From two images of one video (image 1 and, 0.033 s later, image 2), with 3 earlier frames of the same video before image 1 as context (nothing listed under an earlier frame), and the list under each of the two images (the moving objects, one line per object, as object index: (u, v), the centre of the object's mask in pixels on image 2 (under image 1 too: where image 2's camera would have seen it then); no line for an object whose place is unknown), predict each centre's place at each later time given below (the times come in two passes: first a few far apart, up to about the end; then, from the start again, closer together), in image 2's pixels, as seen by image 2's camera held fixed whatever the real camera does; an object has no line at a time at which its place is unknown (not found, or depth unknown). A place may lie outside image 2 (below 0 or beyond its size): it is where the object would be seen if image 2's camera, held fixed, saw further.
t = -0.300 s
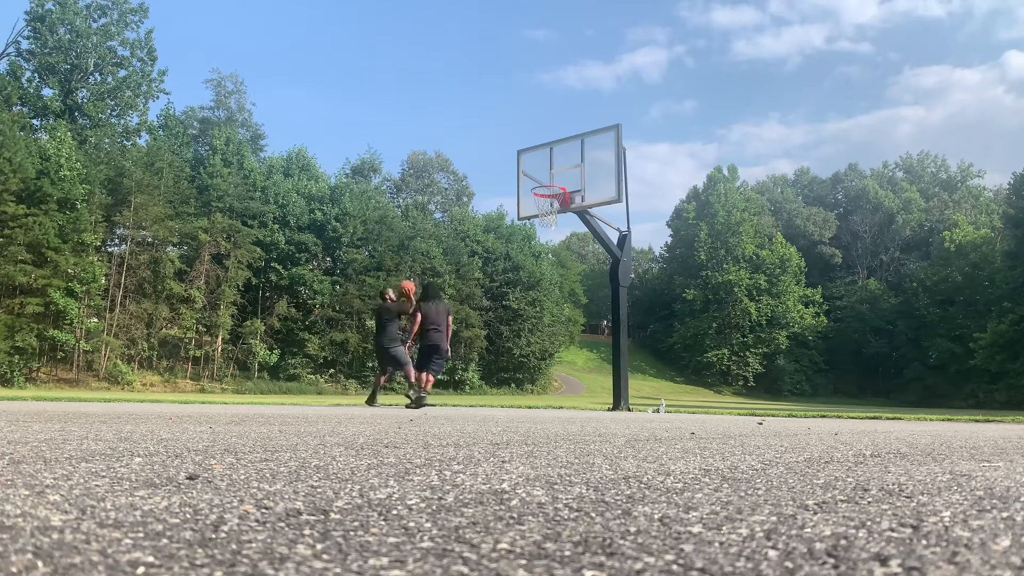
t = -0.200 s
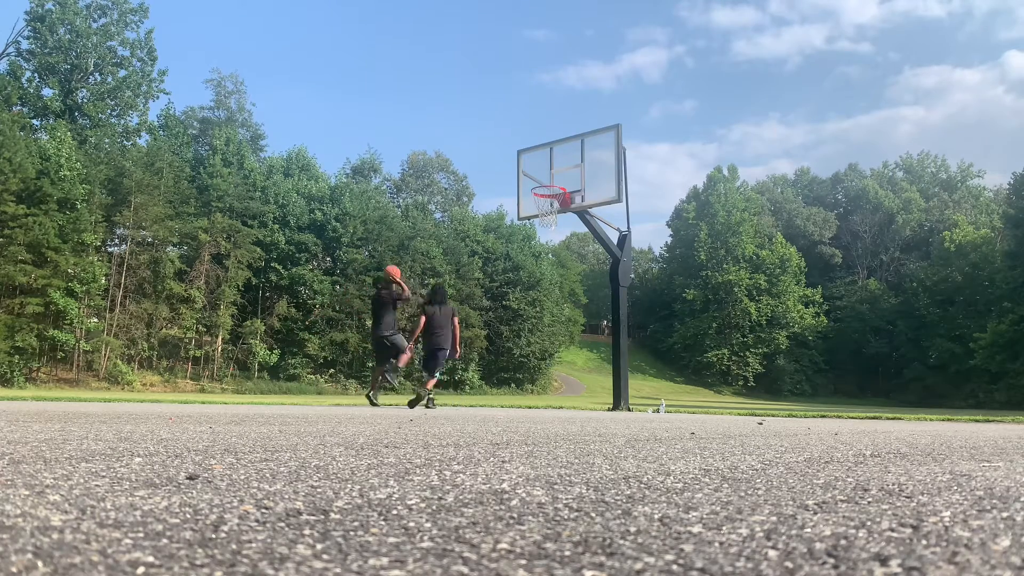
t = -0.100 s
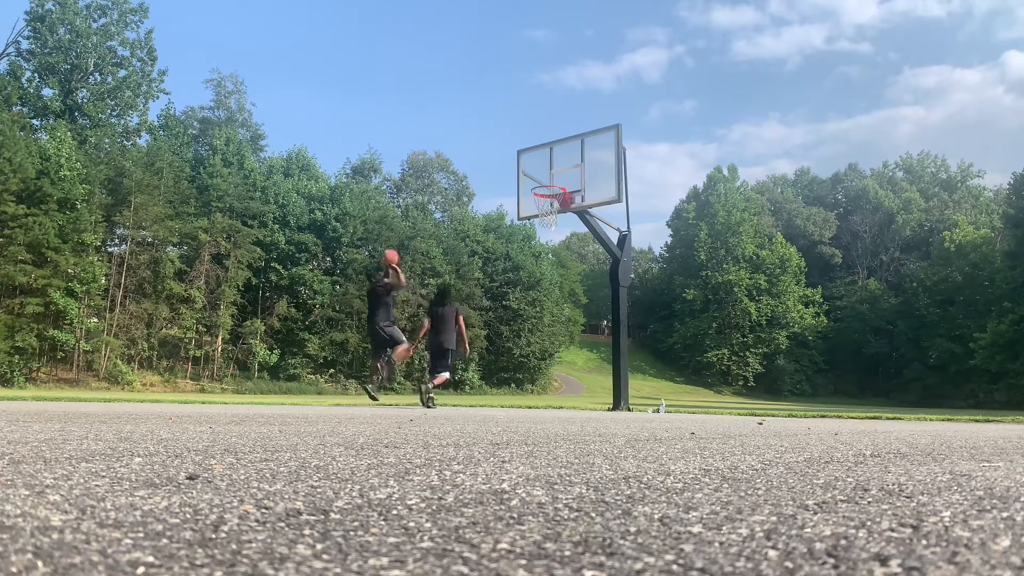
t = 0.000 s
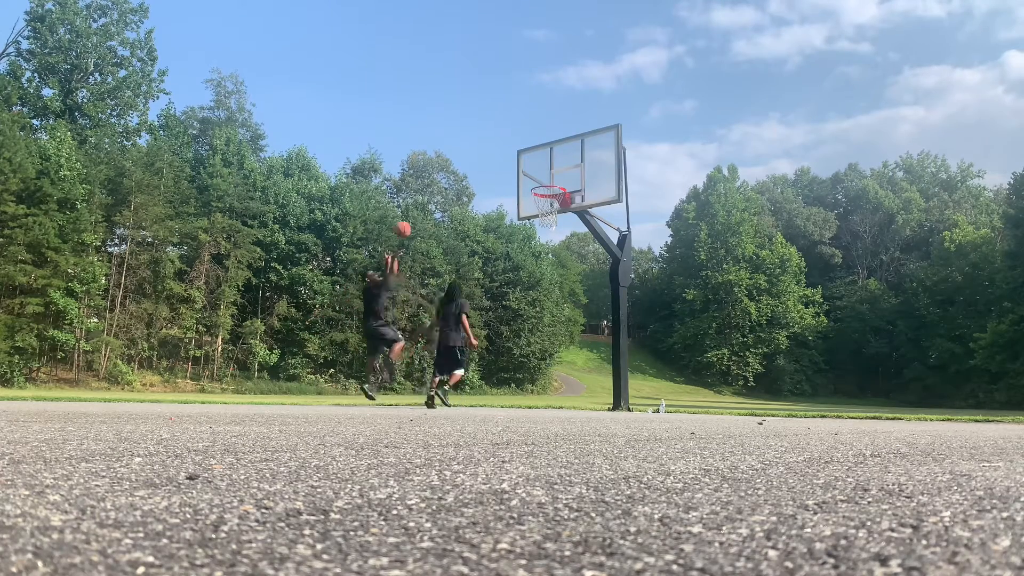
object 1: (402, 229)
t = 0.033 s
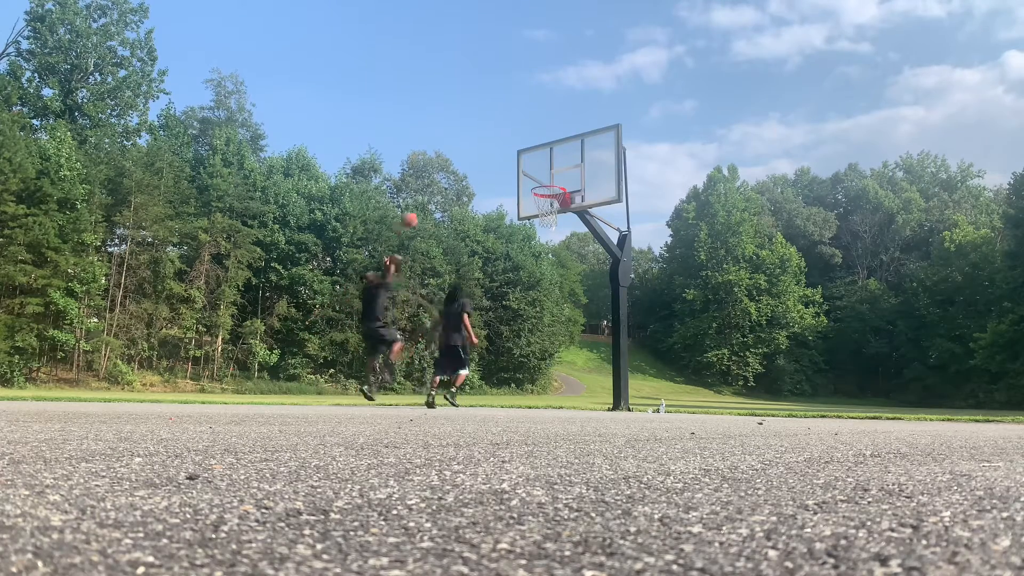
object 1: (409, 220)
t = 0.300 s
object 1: (459, 168)
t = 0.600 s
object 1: (514, 166)
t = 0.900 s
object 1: (563, 211)
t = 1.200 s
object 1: (580, 262)
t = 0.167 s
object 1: (434, 188)
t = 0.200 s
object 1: (441, 181)
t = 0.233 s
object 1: (447, 177)
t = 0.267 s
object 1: (452, 172)
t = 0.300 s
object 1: (459, 168)
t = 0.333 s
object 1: (465, 165)
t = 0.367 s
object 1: (471, 163)
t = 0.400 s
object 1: (477, 161)
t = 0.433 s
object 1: (483, 160)
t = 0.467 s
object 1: (490, 160)
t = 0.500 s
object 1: (496, 160)
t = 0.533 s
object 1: (502, 162)
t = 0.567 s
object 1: (508, 164)
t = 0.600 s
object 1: (514, 166)
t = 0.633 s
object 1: (520, 170)
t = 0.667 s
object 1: (527, 175)
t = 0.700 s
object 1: (534, 180)
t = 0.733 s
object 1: (539, 187)
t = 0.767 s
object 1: (546, 193)
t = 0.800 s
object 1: (552, 199)
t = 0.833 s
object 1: (558, 207)
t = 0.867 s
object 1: (562, 210)
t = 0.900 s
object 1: (563, 211)
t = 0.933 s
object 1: (566, 214)
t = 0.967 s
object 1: (567, 216)
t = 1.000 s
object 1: (569, 221)
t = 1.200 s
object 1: (580, 262)
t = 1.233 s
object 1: (583, 271)
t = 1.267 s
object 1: (584, 281)
